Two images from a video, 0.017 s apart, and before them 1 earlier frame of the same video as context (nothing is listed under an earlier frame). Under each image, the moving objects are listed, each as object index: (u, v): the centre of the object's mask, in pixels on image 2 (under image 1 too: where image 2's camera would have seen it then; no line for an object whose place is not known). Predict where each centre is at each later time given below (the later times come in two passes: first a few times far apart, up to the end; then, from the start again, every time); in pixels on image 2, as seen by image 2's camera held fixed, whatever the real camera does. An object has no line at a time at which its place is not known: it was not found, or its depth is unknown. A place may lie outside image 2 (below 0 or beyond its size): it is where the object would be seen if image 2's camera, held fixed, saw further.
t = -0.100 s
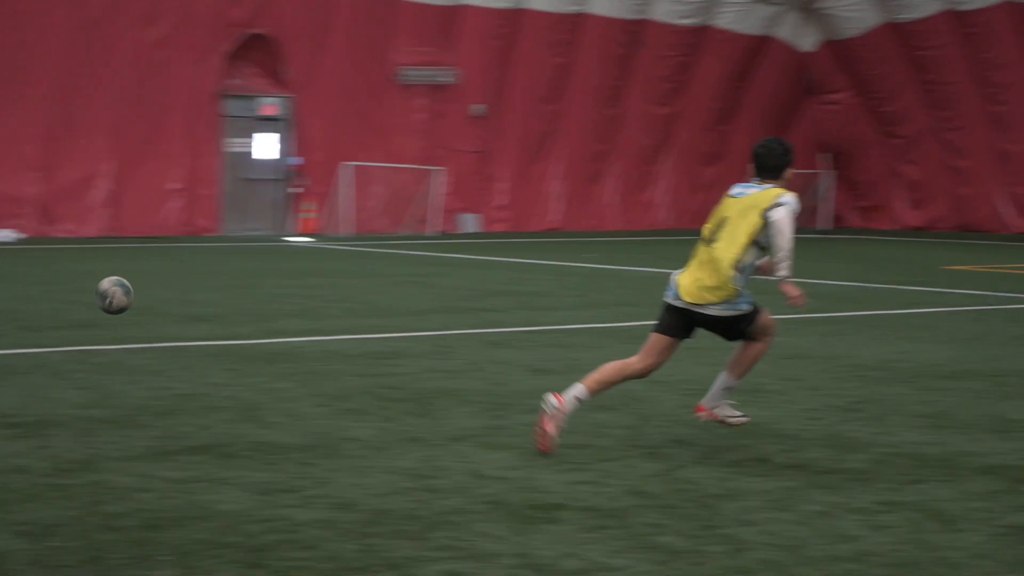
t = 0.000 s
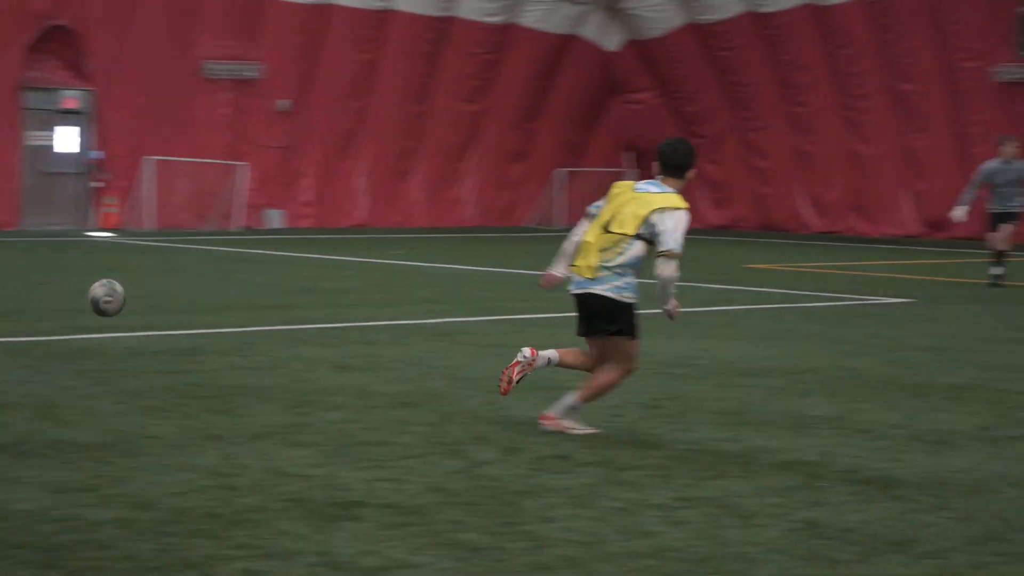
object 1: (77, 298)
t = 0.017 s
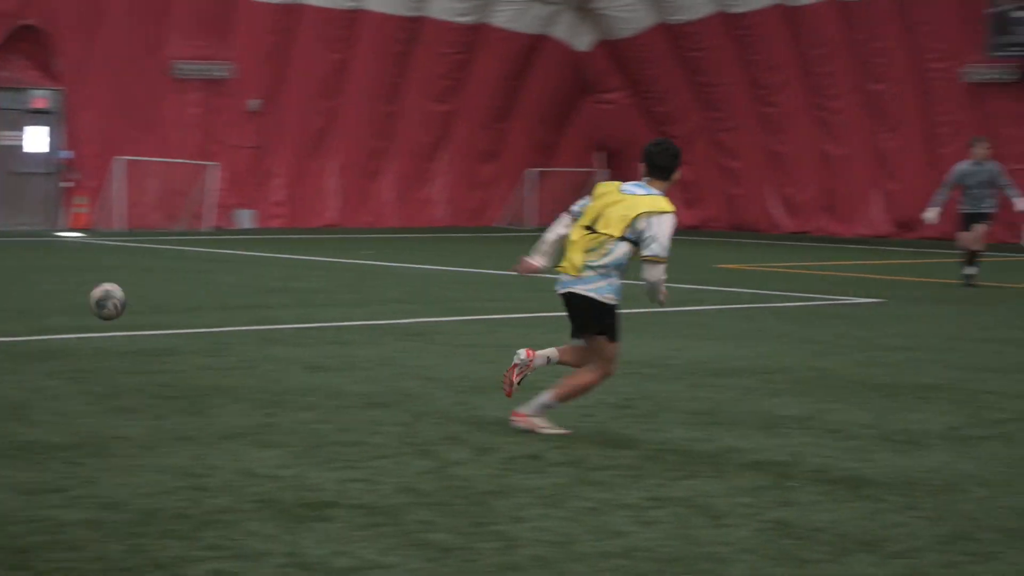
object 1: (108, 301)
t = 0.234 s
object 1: (461, 344)
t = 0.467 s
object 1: (743, 310)
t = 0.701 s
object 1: (991, 336)
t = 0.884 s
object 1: (1178, 314)
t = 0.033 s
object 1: (138, 305)
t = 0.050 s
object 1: (169, 310)
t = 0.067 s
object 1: (198, 314)
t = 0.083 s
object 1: (227, 320)
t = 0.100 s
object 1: (256, 326)
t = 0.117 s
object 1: (283, 332)
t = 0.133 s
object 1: (312, 338)
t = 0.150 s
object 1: (338, 345)
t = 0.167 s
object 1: (366, 352)
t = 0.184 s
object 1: (393, 360)
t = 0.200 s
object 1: (416, 357)
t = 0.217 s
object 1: (439, 349)
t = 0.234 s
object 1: (461, 344)
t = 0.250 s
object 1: (483, 338)
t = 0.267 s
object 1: (504, 332)
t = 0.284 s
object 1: (525, 328)
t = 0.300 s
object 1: (545, 324)
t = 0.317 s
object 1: (567, 320)
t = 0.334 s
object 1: (587, 316)
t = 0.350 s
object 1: (608, 314)
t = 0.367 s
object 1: (628, 312)
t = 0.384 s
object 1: (648, 310)
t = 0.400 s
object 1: (667, 309)
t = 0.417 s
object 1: (687, 308)
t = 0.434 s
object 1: (706, 308)
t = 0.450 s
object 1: (725, 308)
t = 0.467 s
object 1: (743, 310)
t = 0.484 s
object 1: (762, 311)
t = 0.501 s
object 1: (781, 312)
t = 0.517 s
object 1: (798, 315)
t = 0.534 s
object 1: (817, 318)
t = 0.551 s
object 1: (835, 321)
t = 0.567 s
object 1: (853, 324)
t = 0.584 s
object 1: (870, 329)
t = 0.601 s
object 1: (887, 333)
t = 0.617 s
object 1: (904, 338)
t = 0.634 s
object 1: (921, 344)
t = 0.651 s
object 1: (938, 350)
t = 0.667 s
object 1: (956, 346)
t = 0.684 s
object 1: (973, 341)
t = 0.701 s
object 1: (991, 336)
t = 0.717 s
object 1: (1009, 332)
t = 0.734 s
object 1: (1026, 329)
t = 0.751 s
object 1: (1043, 325)
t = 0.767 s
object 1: (1060, 322)
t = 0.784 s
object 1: (1077, 319)
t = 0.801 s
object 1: (1094, 317)
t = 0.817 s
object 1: (1111, 316)
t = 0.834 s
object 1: (1128, 315)
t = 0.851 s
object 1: (1144, 314)
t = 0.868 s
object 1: (1160, 314)
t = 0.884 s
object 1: (1178, 314)
